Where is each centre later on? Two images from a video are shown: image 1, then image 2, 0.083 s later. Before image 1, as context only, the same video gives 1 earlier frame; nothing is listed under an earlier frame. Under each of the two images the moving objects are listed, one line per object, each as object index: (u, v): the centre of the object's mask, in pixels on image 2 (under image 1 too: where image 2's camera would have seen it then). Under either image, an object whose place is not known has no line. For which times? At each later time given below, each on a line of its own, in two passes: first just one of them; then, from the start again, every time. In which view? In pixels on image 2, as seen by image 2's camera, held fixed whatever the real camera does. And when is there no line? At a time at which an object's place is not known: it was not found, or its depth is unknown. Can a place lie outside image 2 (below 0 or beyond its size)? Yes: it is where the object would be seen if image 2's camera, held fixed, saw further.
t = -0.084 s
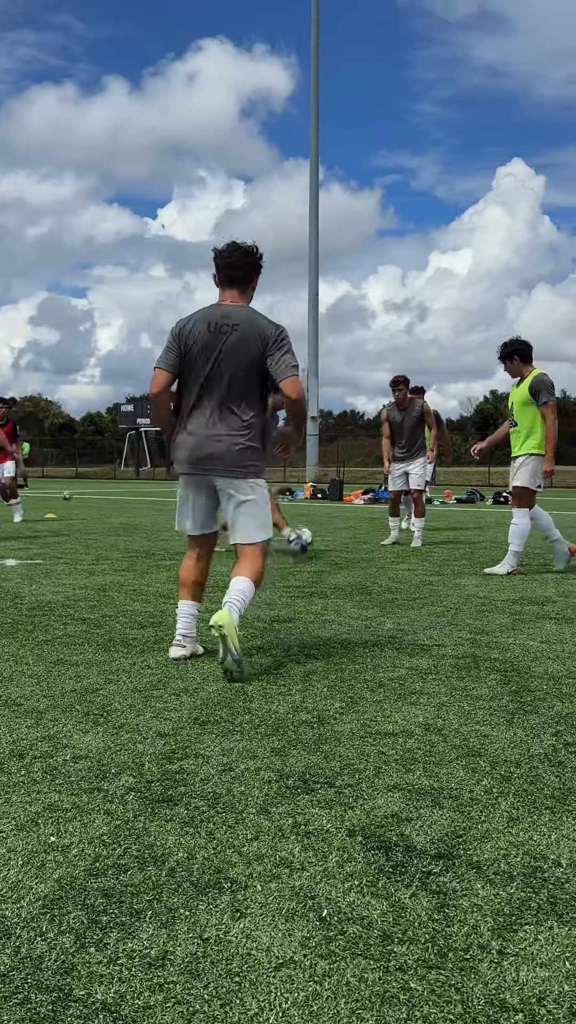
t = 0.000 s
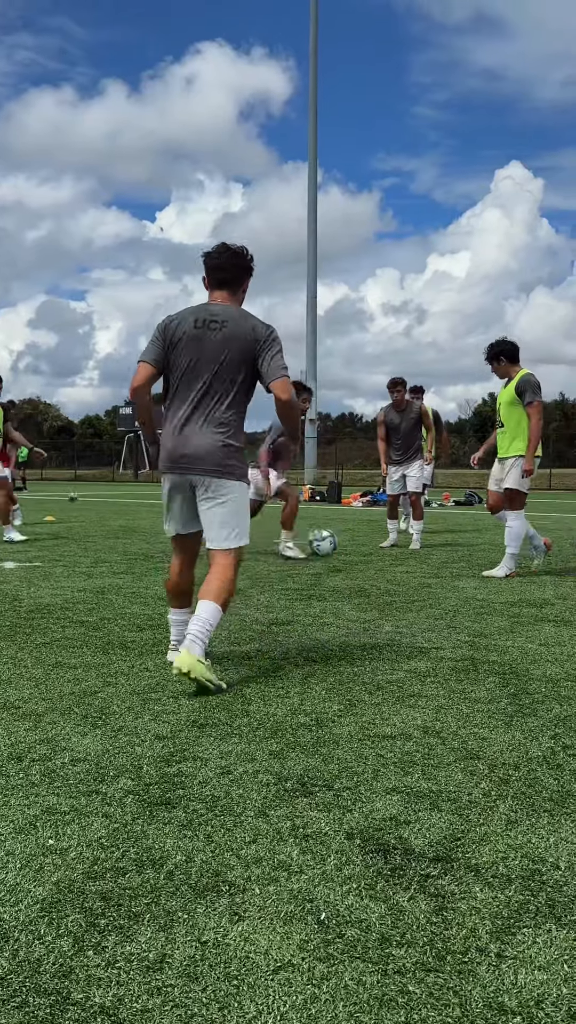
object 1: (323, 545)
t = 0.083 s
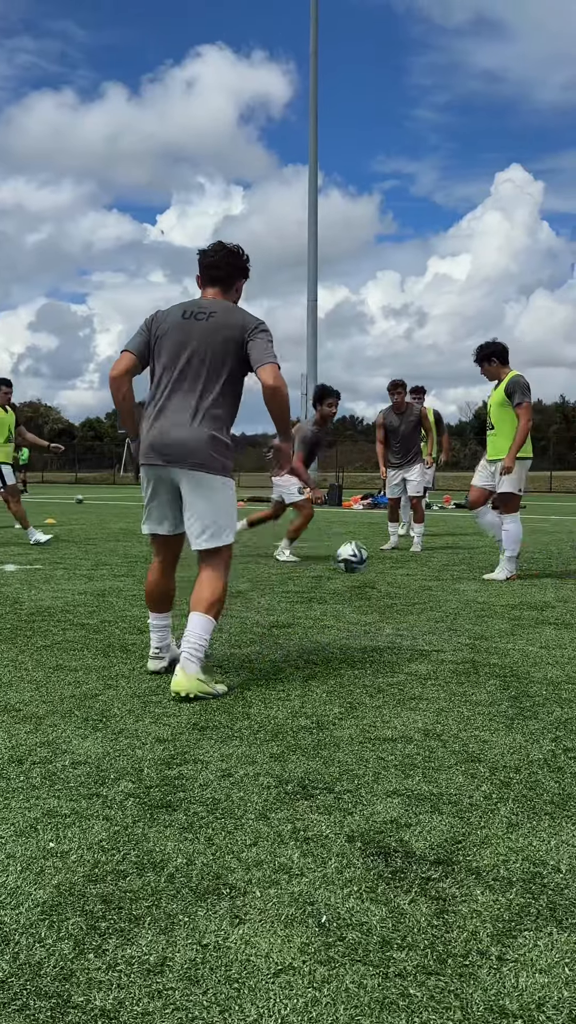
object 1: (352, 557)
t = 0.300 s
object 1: (441, 593)
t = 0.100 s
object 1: (359, 560)
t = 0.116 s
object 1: (365, 564)
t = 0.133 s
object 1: (373, 569)
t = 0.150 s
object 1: (379, 576)
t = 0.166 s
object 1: (387, 583)
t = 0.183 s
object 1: (394, 588)
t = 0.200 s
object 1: (400, 590)
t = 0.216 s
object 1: (407, 590)
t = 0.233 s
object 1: (413, 588)
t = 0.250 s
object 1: (420, 588)
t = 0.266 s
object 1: (426, 589)
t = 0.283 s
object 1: (434, 591)
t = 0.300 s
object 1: (441, 593)
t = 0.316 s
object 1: (448, 595)
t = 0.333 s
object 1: (458, 599)
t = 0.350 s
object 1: (465, 603)
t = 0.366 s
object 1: (475, 607)
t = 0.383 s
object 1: (484, 617)
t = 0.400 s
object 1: (493, 619)
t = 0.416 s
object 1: (502, 626)
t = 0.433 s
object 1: (512, 635)
